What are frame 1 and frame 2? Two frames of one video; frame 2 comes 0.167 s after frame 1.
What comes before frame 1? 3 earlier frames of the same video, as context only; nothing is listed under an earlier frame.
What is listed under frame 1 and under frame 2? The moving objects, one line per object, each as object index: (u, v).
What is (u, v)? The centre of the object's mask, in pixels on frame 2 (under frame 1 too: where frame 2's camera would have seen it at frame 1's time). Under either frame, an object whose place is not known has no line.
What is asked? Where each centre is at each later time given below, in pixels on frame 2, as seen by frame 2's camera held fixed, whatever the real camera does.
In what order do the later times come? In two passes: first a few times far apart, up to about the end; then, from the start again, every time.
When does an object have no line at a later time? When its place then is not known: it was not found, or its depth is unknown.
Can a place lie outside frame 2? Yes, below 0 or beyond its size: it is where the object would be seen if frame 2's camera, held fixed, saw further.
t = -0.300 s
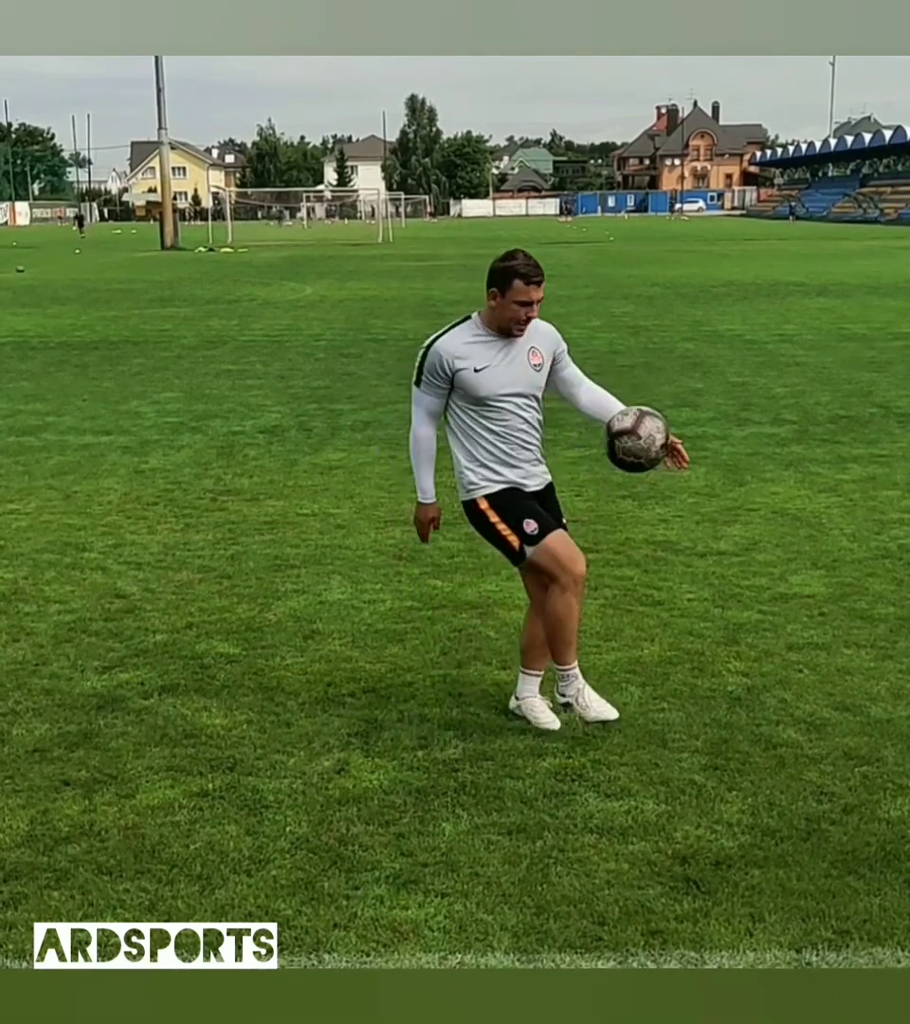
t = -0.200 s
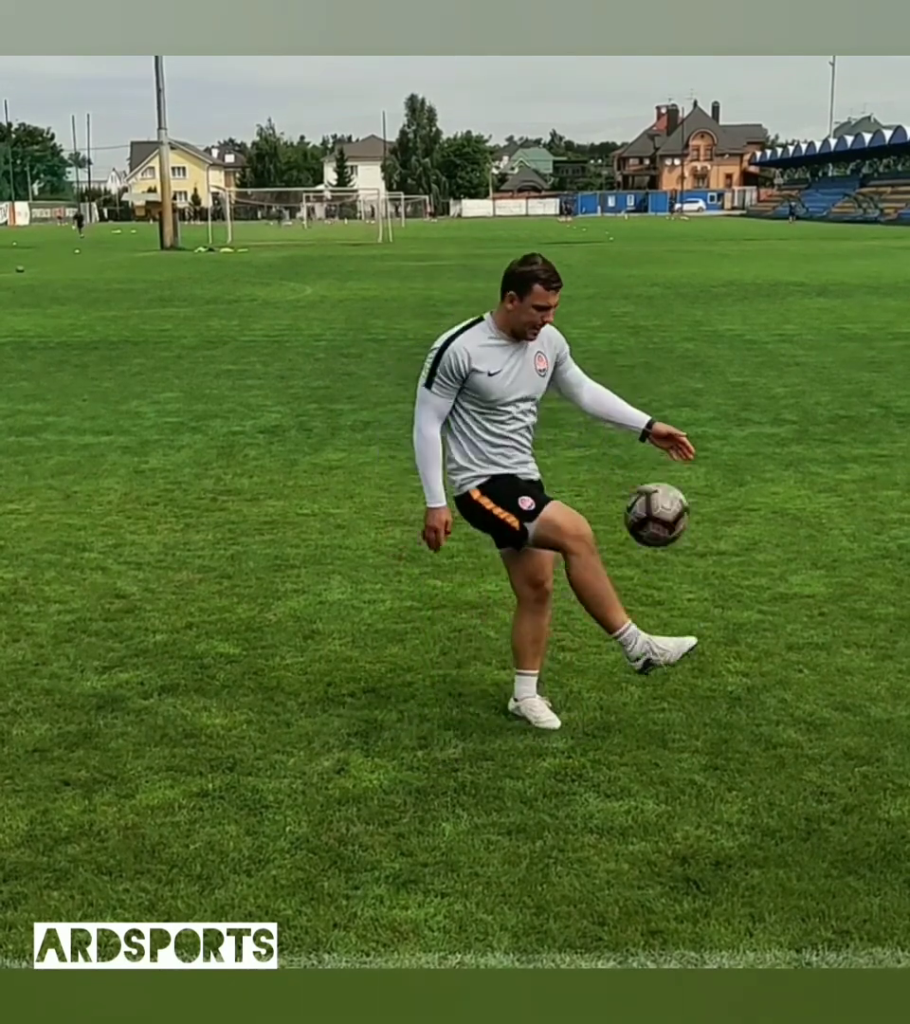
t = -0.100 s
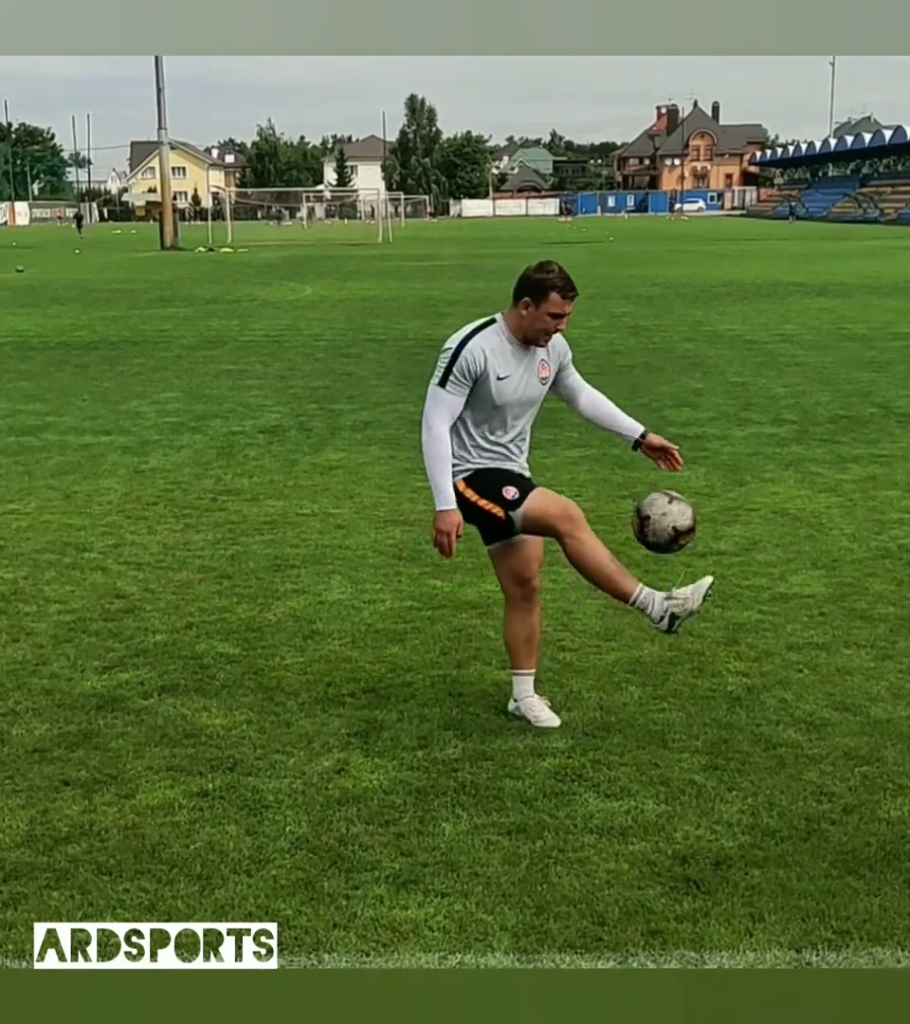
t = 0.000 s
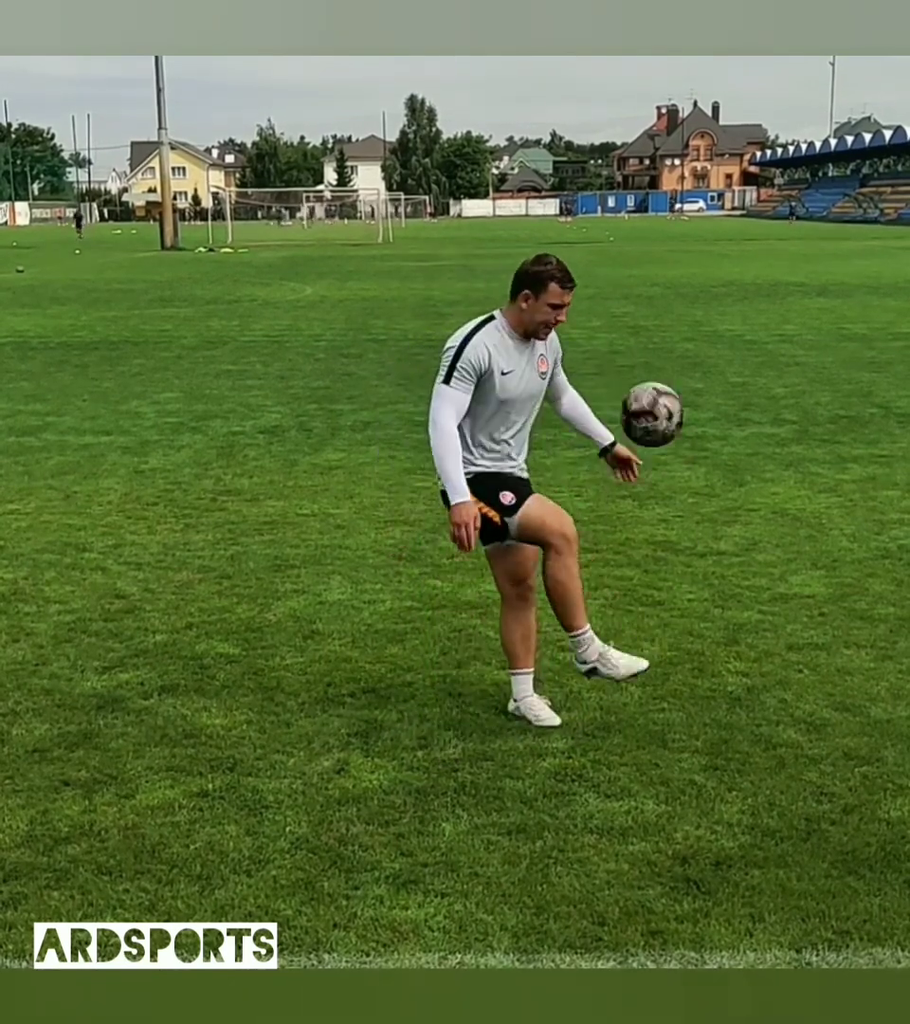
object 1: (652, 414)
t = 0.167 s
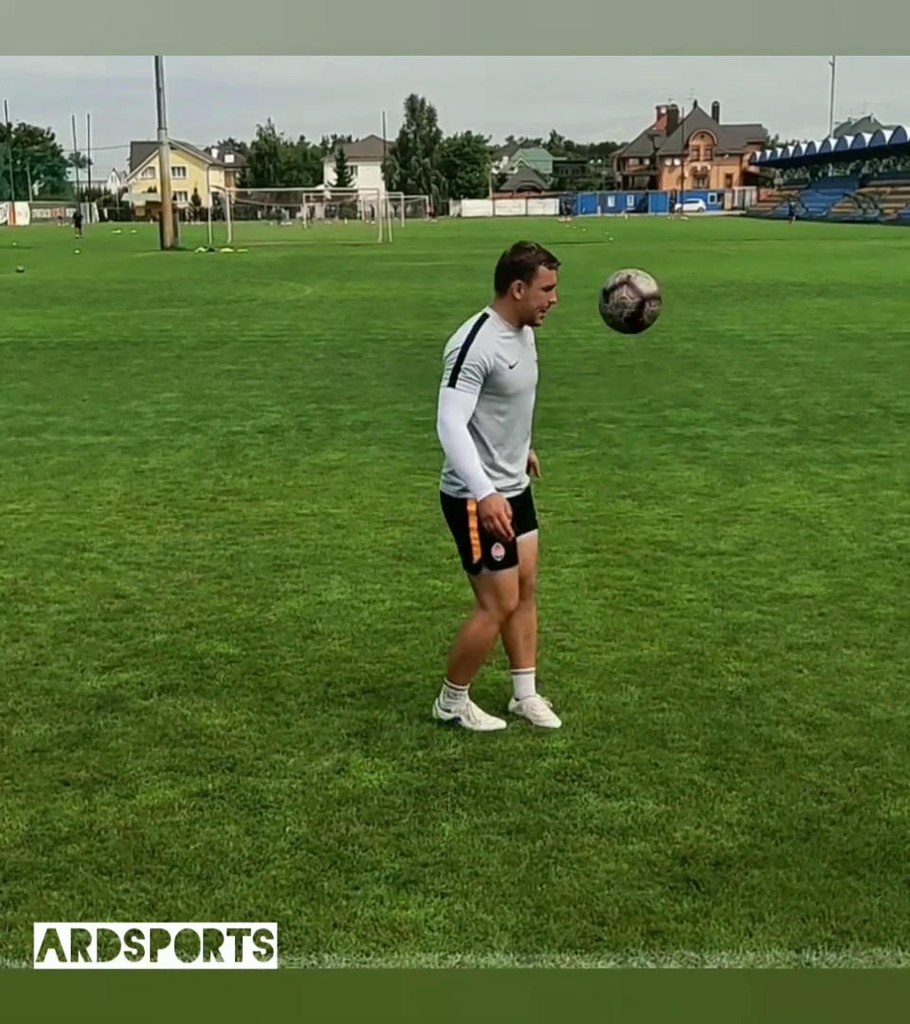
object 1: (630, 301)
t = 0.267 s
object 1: (617, 273)
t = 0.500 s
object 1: (588, 317)
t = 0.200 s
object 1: (626, 288)
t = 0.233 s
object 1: (621, 279)
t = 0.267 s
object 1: (617, 273)
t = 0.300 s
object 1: (613, 270)
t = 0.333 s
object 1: (609, 270)
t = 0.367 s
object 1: (605, 274)
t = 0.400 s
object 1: (601, 281)
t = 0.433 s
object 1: (597, 290)
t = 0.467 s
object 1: (592, 302)
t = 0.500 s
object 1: (588, 317)
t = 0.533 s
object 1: (584, 335)
